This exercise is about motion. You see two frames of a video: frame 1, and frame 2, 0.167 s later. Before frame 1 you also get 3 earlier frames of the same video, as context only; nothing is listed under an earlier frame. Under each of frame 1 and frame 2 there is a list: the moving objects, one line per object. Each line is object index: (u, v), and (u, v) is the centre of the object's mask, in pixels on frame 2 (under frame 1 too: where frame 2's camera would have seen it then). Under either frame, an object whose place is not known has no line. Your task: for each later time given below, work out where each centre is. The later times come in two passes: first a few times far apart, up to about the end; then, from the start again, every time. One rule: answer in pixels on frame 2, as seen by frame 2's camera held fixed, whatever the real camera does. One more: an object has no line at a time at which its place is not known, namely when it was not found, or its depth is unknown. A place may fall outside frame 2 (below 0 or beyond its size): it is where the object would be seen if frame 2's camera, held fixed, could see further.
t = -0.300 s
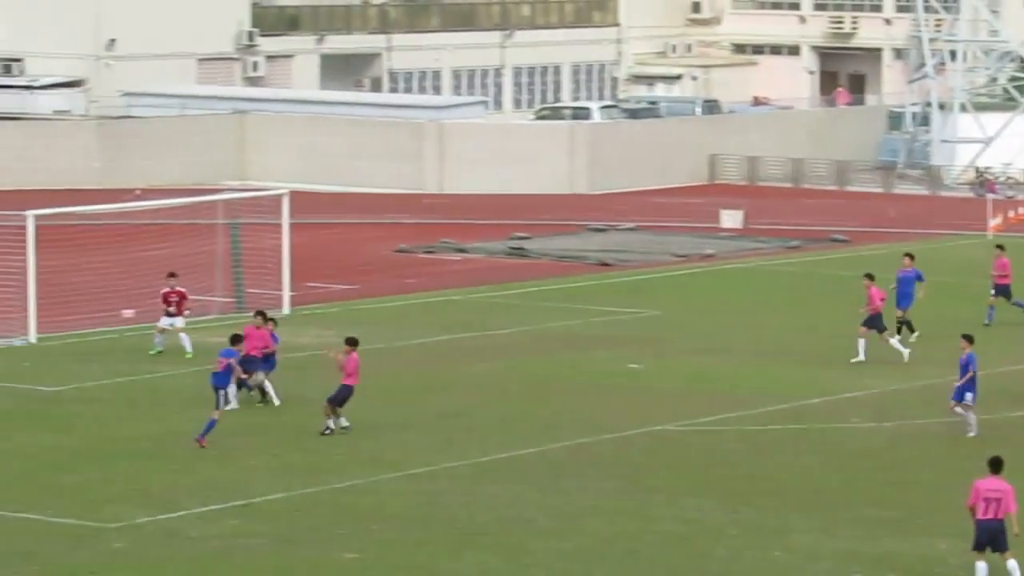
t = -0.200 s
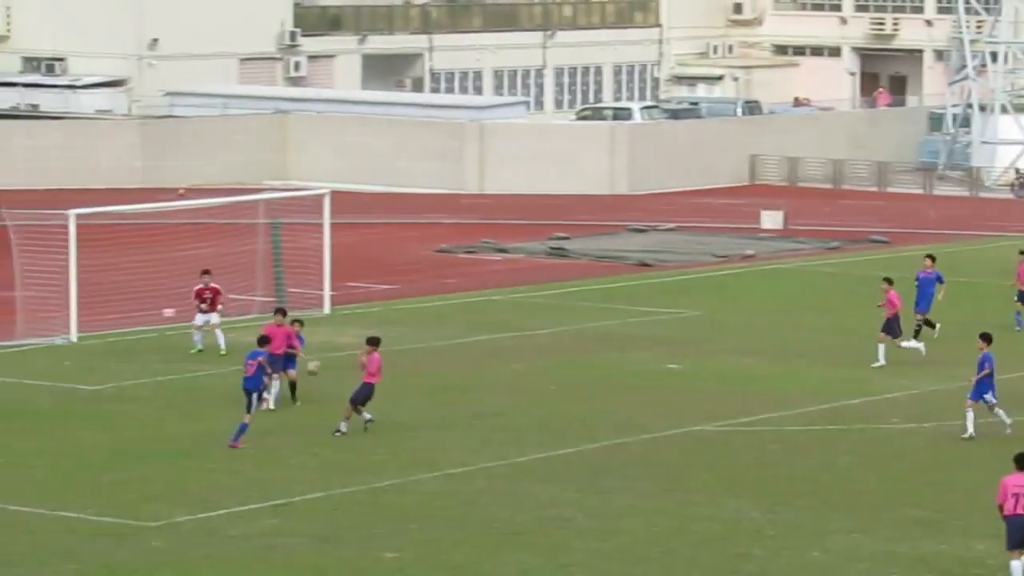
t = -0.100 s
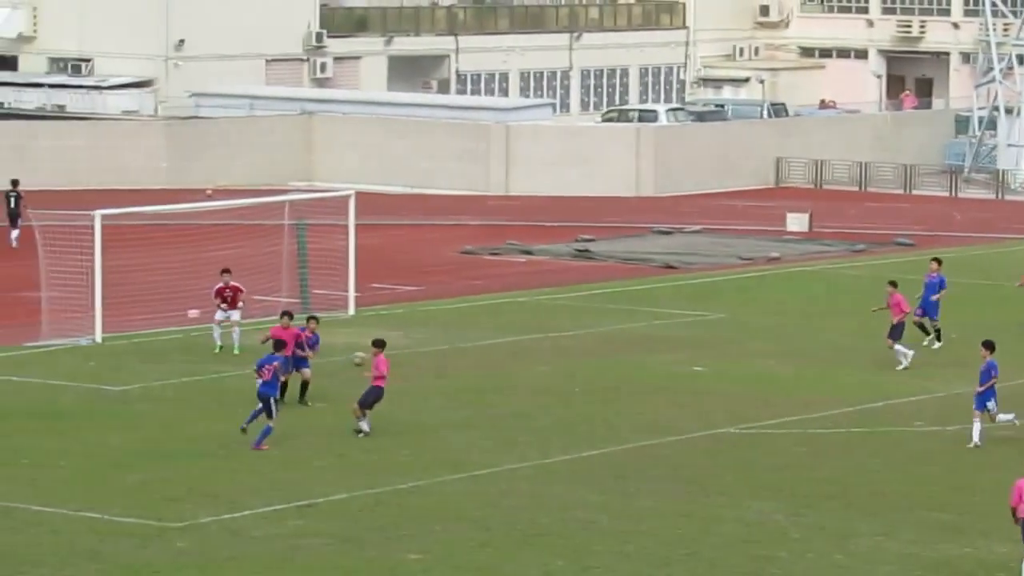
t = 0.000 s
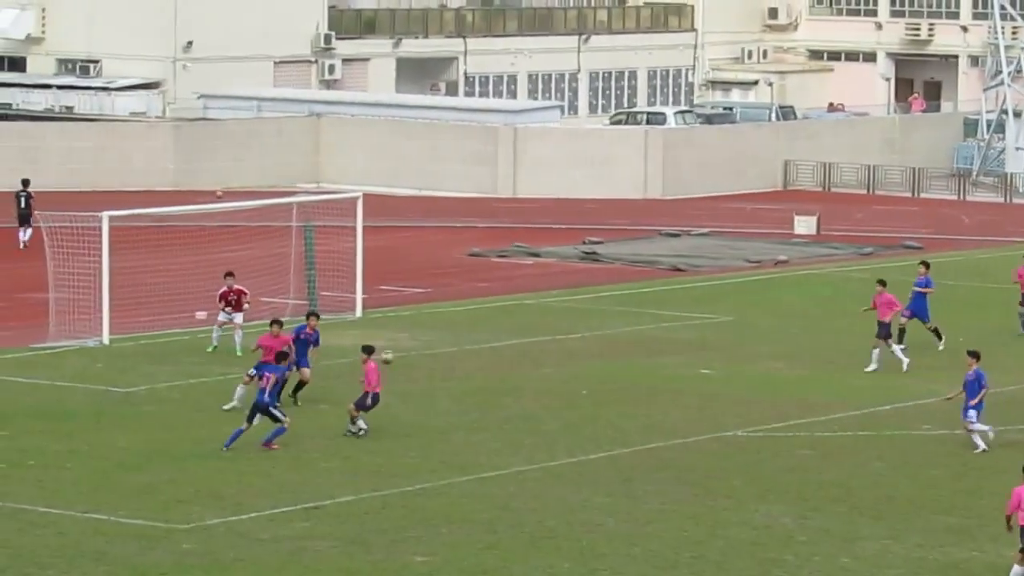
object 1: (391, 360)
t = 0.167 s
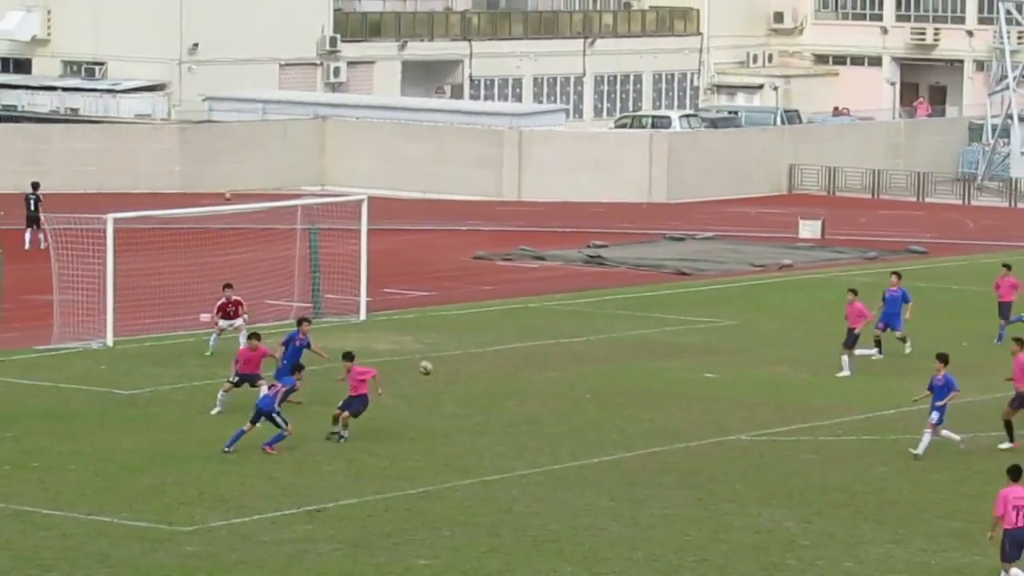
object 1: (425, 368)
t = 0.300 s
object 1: (453, 387)
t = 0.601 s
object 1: (511, 444)
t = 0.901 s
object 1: (563, 413)
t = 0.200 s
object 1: (433, 372)
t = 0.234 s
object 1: (439, 376)
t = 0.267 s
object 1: (446, 381)
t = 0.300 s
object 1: (453, 387)
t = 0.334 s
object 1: (460, 393)
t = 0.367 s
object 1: (466, 401)
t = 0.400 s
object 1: (472, 409)
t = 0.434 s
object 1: (479, 418)
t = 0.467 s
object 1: (486, 426)
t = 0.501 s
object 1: (493, 437)
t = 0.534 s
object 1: (500, 449)
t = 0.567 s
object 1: (505, 451)
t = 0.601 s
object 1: (511, 444)
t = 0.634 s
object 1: (517, 438)
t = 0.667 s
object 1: (523, 432)
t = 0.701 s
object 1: (529, 427)
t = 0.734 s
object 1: (534, 423)
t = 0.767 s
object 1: (541, 419)
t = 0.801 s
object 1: (546, 417)
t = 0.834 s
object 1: (552, 415)
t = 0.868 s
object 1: (557, 414)
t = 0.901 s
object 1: (563, 413)
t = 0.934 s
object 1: (569, 413)
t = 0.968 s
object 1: (574, 414)
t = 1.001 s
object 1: (579, 416)
